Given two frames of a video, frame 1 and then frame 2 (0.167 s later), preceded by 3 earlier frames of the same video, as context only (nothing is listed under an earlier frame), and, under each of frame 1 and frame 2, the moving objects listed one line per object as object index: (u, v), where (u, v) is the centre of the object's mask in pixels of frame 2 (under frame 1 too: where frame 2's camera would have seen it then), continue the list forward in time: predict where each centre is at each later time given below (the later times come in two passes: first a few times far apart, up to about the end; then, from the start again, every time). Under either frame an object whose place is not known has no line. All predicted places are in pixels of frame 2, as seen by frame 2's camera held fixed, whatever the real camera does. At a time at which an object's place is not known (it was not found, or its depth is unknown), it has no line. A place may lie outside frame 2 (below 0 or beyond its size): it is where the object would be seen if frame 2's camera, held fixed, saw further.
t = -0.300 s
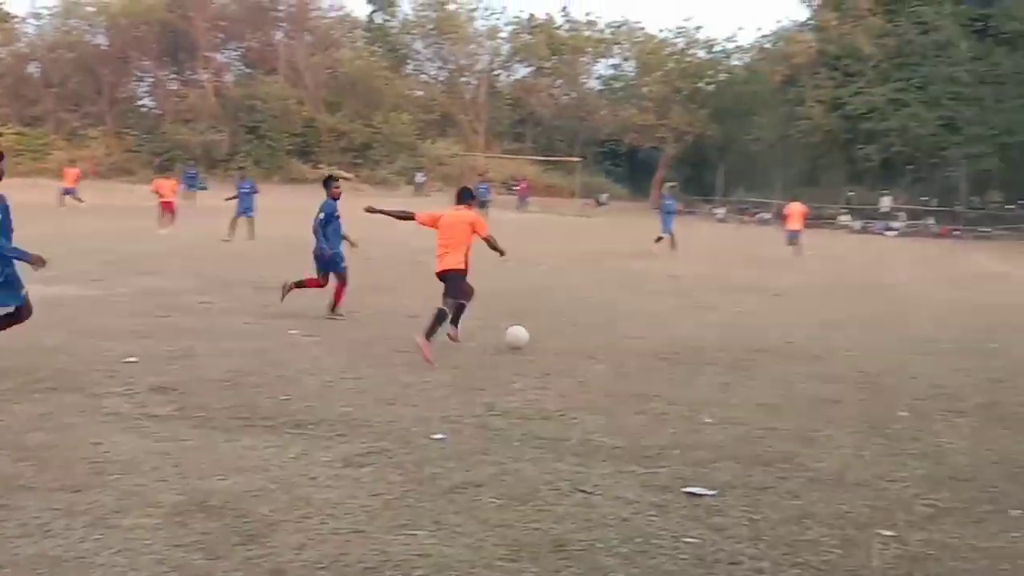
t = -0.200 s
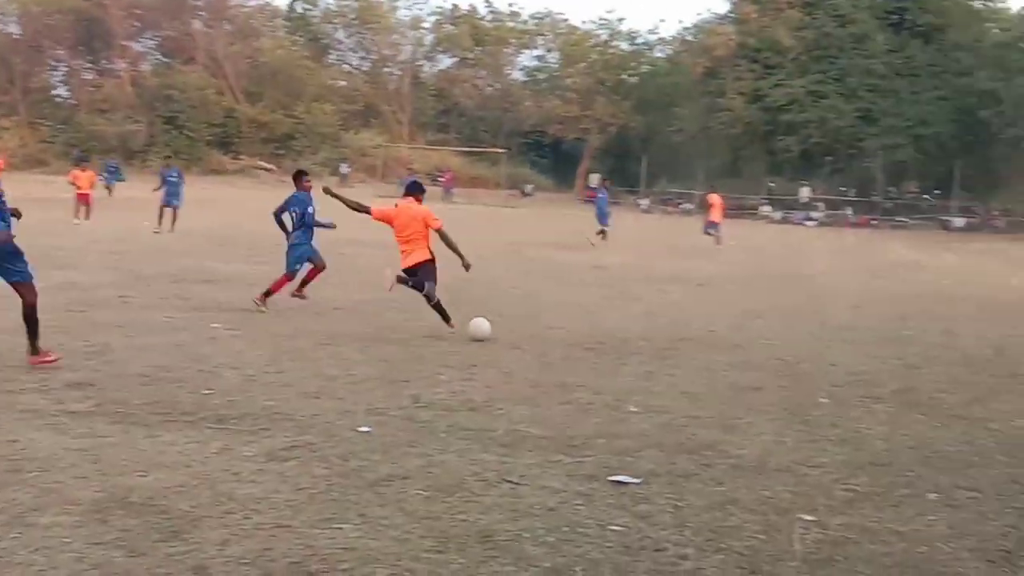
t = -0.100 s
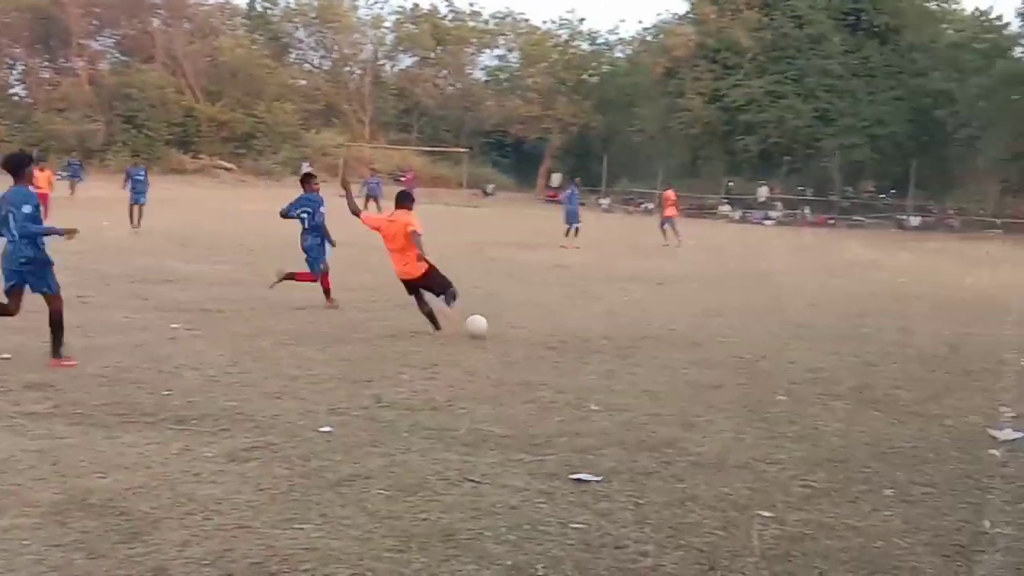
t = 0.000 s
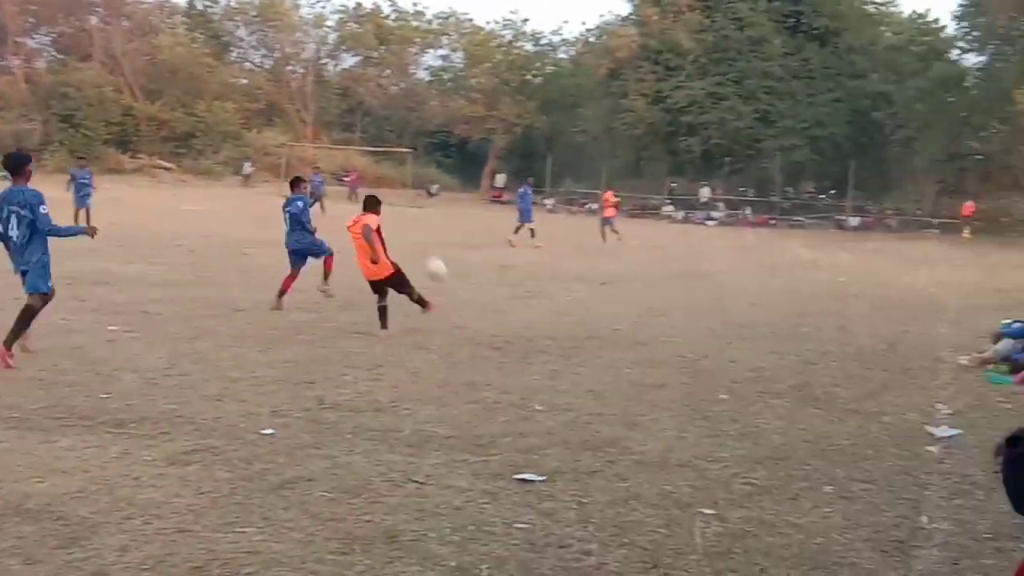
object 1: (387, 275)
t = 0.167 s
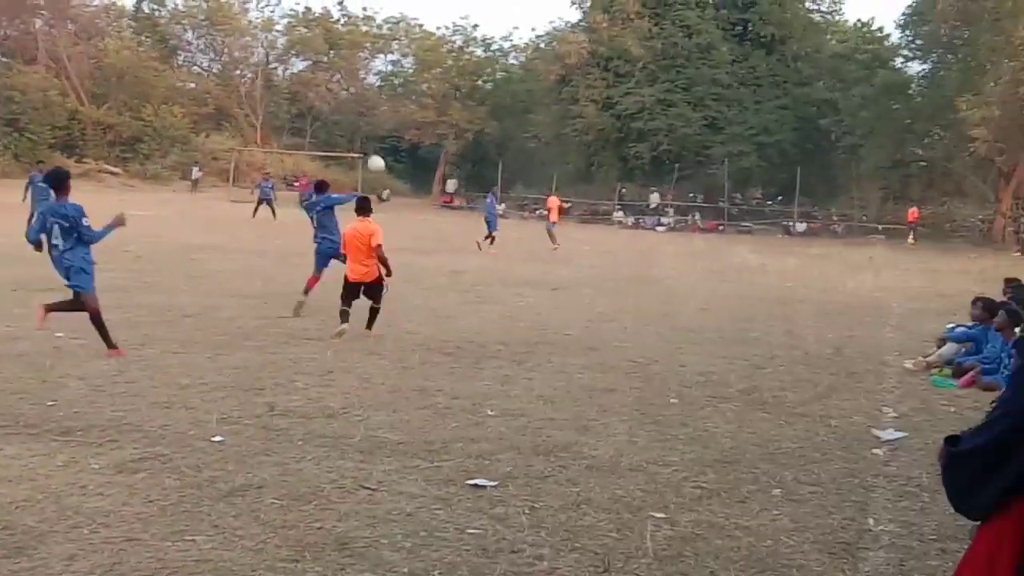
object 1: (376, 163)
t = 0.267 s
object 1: (367, 129)
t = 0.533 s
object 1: (353, 94)
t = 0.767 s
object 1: (340, 101)
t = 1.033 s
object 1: (324, 133)
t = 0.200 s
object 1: (373, 150)
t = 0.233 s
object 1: (370, 139)
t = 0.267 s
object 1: (367, 129)
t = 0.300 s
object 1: (365, 121)
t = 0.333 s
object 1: (363, 114)
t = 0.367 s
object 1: (361, 108)
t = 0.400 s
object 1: (359, 103)
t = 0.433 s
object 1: (357, 100)
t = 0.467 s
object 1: (355, 97)
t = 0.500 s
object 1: (354, 95)
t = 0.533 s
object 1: (353, 94)
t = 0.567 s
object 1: (351, 93)
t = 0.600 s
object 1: (350, 93)
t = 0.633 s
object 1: (349, 94)
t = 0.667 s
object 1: (347, 94)
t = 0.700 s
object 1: (345, 96)
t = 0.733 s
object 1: (343, 98)
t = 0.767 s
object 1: (340, 101)
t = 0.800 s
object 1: (338, 104)
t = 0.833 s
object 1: (336, 107)
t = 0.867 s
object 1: (333, 111)
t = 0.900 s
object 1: (331, 114)
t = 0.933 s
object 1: (329, 118)
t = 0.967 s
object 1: (327, 123)
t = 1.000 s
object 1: (325, 128)
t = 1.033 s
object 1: (324, 133)
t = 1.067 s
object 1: (322, 138)
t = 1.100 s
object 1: (320, 144)
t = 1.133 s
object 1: (319, 149)
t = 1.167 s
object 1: (317, 155)
